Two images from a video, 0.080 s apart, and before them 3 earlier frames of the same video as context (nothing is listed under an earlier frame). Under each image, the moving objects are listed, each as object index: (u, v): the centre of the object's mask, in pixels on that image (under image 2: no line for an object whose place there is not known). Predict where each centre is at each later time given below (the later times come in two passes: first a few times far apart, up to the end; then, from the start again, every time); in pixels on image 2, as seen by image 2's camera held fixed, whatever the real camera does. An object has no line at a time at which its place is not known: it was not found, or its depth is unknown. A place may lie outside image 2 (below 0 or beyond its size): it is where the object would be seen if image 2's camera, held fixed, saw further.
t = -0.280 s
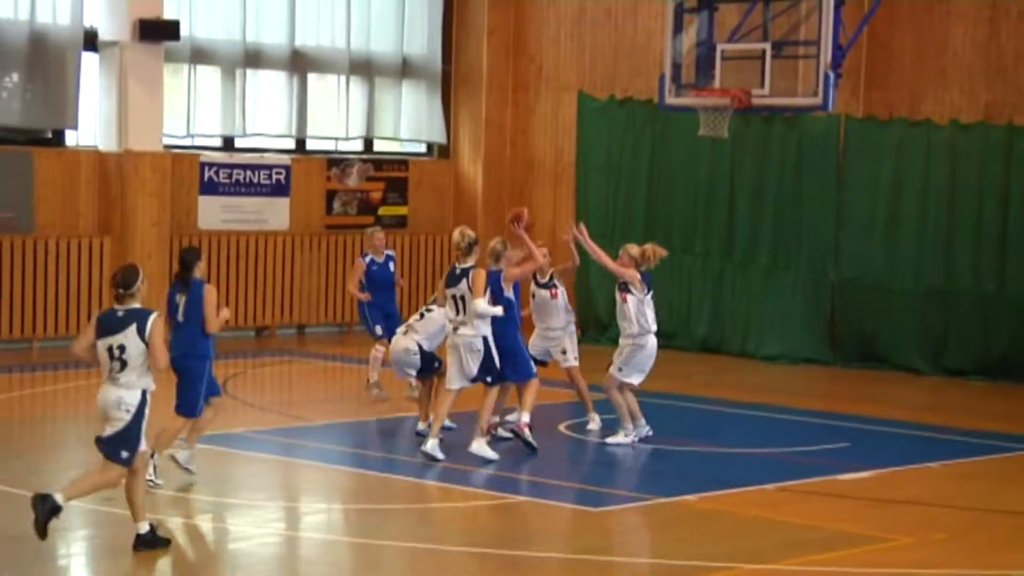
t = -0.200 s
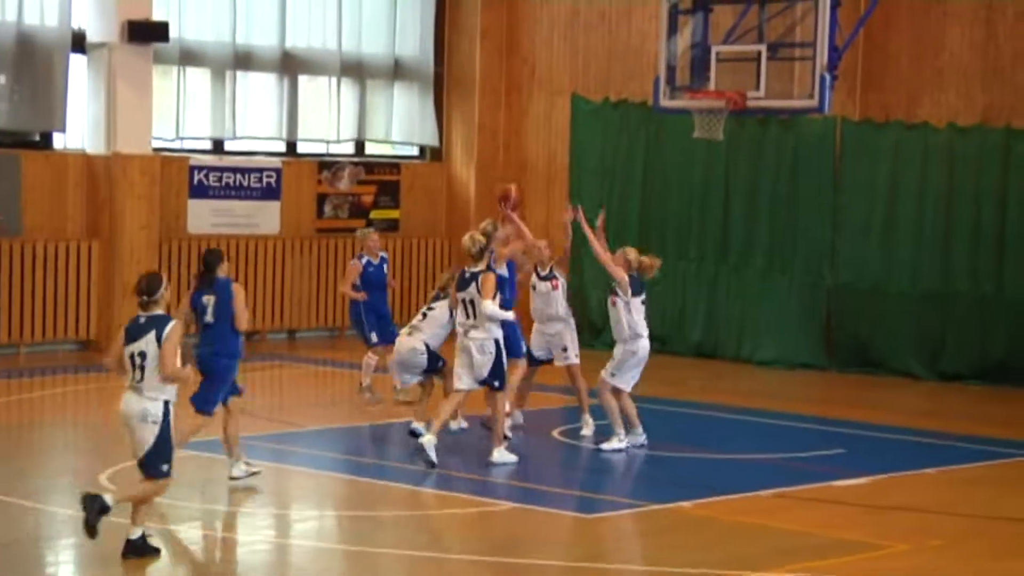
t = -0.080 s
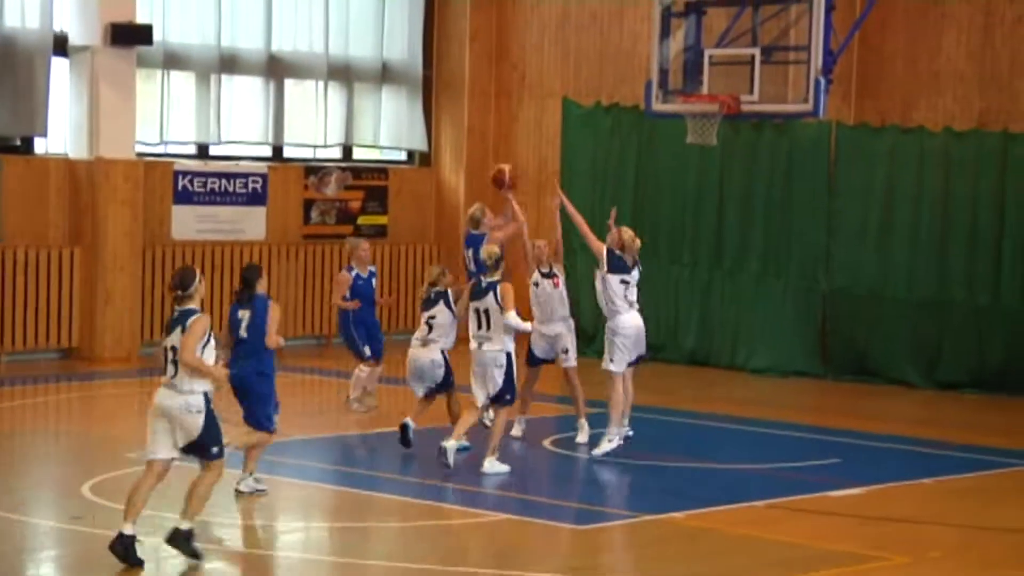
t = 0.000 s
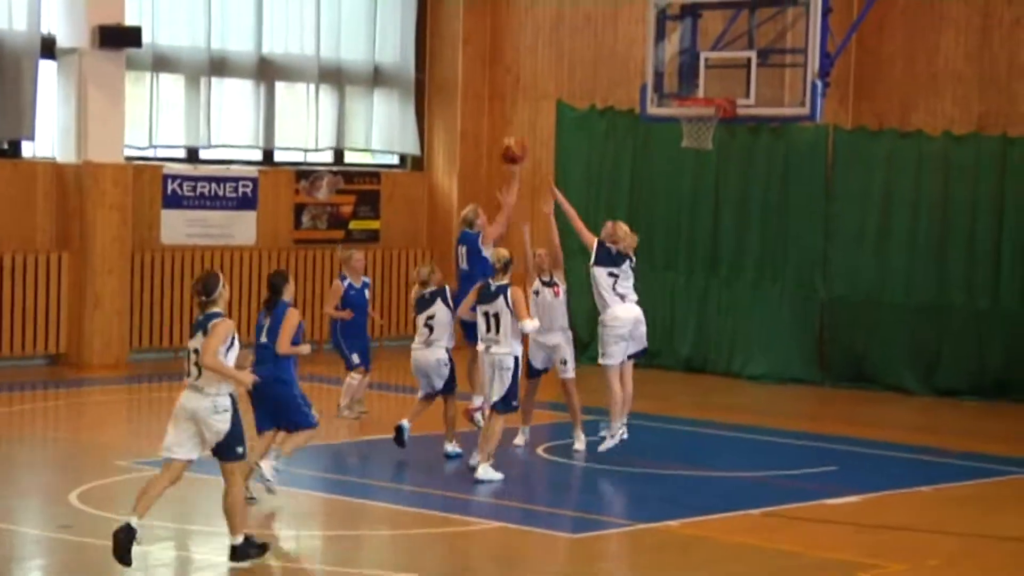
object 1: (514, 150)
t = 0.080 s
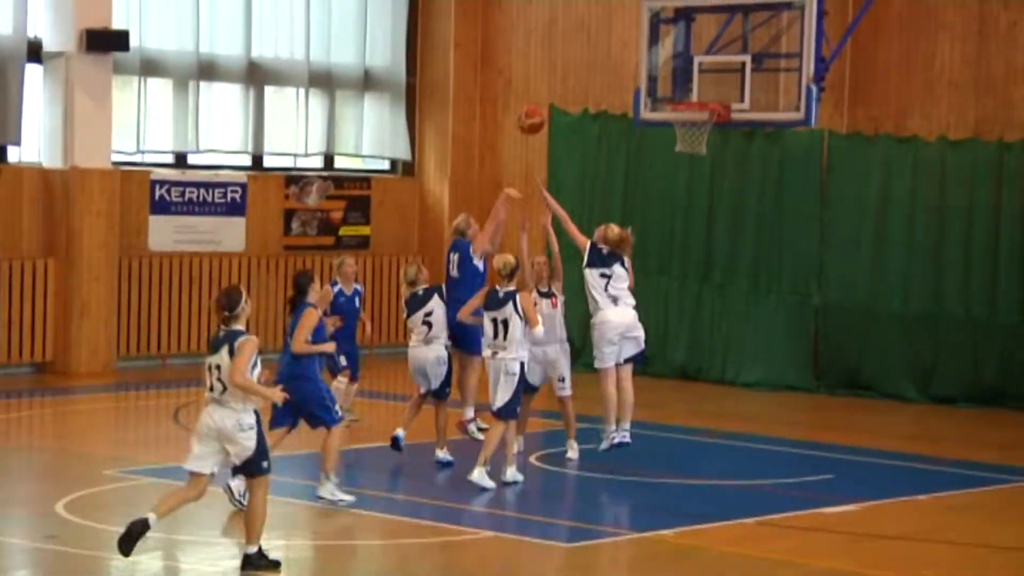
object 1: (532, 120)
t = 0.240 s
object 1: (582, 75)
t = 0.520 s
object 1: (666, 69)
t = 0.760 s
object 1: (686, 107)
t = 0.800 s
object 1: (692, 112)
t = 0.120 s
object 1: (544, 106)
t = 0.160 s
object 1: (558, 93)
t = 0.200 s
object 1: (570, 84)
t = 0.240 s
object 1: (582, 75)
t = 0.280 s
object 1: (595, 69)
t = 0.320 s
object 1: (607, 64)
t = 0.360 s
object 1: (619, 61)
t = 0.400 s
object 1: (631, 60)
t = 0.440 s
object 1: (642, 61)
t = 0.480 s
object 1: (655, 63)
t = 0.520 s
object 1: (666, 69)
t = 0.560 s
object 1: (677, 75)
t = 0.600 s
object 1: (687, 85)
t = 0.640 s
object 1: (697, 93)
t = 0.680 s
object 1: (698, 100)
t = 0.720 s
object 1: (688, 103)
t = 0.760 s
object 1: (686, 107)
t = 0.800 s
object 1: (692, 112)
